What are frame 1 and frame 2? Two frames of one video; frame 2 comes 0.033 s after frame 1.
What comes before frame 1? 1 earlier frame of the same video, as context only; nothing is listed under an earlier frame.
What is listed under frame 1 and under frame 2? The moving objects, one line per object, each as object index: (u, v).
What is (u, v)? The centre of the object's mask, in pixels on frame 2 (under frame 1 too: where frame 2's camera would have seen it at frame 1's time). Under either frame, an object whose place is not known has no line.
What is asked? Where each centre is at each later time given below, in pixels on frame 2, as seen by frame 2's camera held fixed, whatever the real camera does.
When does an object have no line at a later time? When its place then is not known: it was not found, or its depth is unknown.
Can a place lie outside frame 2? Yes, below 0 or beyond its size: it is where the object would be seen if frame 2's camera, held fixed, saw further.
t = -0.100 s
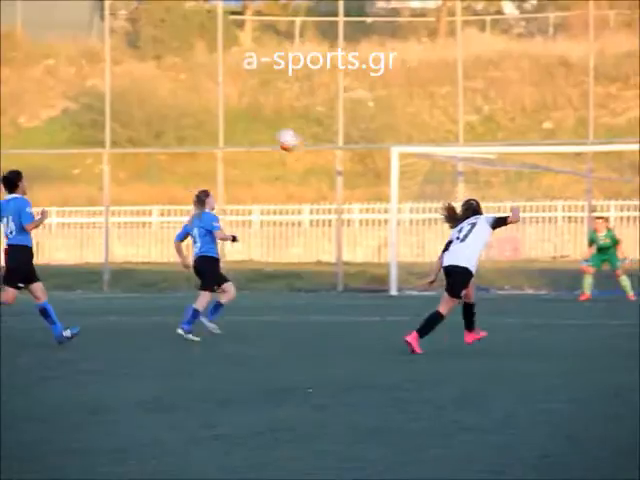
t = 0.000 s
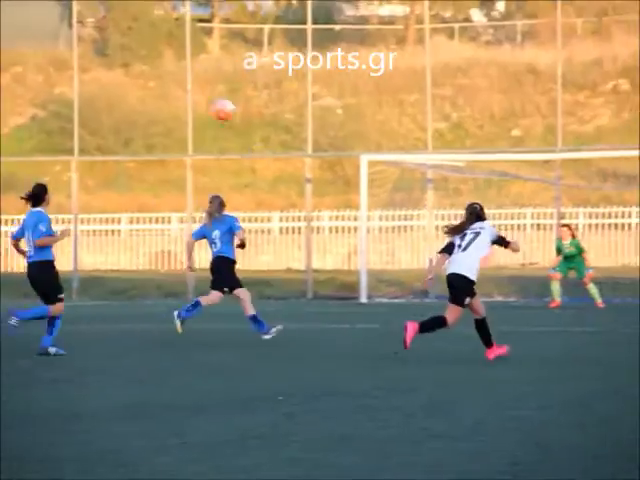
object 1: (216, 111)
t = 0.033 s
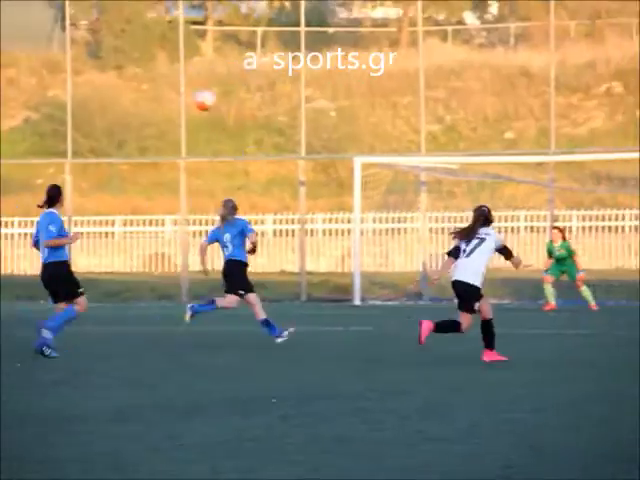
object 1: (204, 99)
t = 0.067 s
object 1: (192, 90)
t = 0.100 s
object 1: (186, 85)
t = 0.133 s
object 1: (173, 75)
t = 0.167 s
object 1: (161, 68)
